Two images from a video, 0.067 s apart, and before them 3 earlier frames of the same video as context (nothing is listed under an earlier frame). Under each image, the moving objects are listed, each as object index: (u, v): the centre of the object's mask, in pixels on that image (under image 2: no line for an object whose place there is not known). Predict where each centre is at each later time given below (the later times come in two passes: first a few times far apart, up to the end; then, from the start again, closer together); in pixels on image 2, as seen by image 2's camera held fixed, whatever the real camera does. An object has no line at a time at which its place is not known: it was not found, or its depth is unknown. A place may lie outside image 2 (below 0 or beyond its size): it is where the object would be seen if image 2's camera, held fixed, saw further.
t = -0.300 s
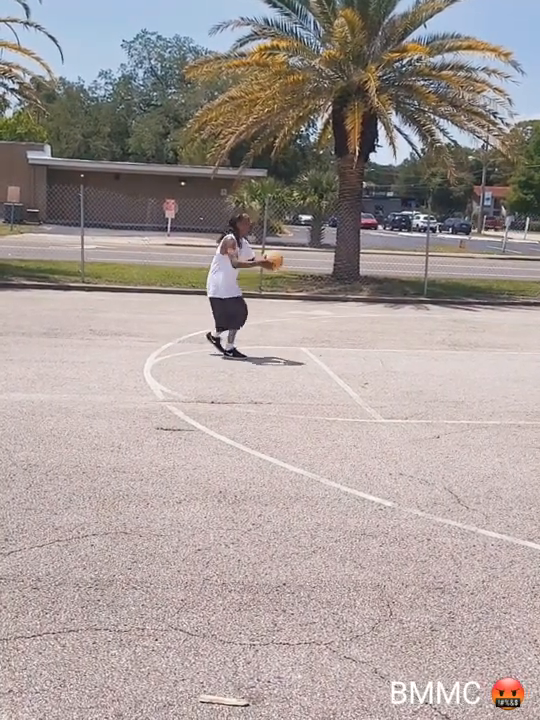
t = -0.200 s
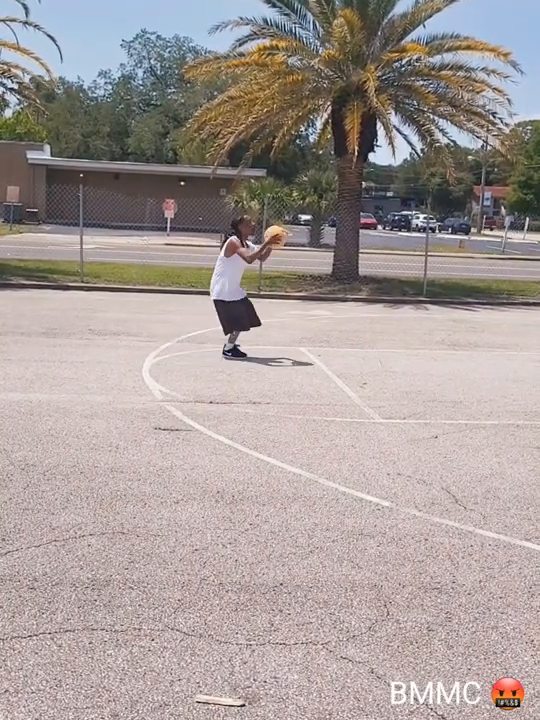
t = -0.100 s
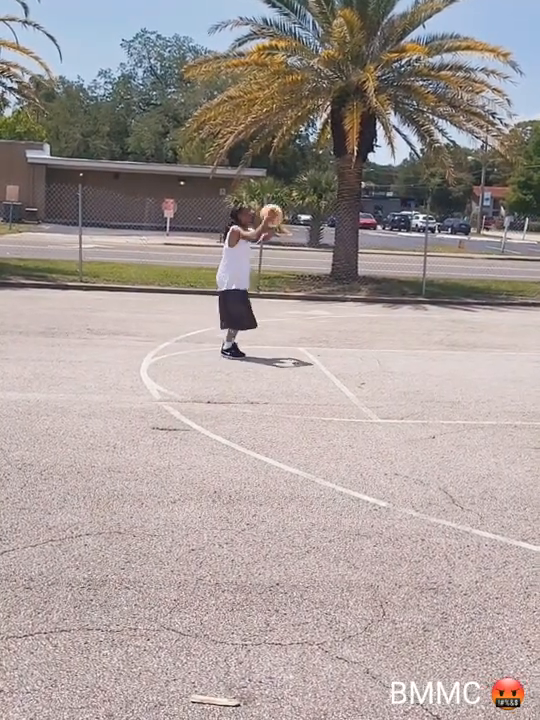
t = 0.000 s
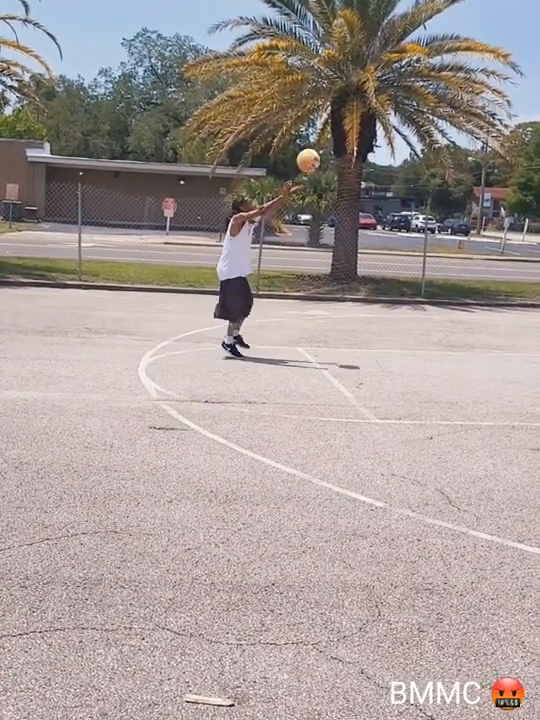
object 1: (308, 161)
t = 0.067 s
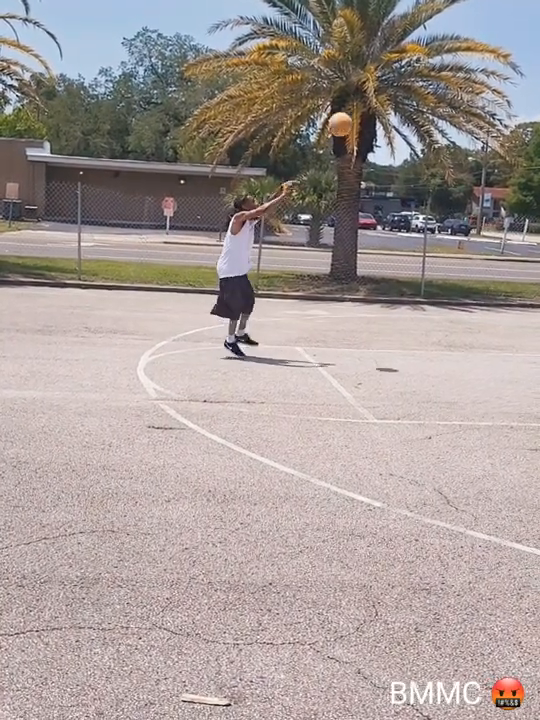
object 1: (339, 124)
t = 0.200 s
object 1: (403, 64)
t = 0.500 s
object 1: (544, -4)
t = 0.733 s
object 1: (644, 6)
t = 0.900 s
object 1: (710, 47)
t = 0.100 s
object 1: (355, 108)
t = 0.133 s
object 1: (372, 92)
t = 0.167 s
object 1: (387, 78)
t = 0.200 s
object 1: (403, 64)
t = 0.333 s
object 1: (468, 23)
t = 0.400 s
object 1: (499, 9)
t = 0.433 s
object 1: (514, 4)
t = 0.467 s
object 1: (529, -1)
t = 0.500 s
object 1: (544, -4)
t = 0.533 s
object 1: (558, -6)
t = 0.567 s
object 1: (573, -7)
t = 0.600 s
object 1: (587, -6)
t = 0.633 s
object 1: (602, -5)
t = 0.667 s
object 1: (616, -3)
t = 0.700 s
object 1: (630, 2)
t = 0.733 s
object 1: (644, 6)
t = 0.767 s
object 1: (657, 13)
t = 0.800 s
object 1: (671, 19)
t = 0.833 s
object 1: (684, 27)
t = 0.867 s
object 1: (697, 37)
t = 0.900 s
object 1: (710, 47)
